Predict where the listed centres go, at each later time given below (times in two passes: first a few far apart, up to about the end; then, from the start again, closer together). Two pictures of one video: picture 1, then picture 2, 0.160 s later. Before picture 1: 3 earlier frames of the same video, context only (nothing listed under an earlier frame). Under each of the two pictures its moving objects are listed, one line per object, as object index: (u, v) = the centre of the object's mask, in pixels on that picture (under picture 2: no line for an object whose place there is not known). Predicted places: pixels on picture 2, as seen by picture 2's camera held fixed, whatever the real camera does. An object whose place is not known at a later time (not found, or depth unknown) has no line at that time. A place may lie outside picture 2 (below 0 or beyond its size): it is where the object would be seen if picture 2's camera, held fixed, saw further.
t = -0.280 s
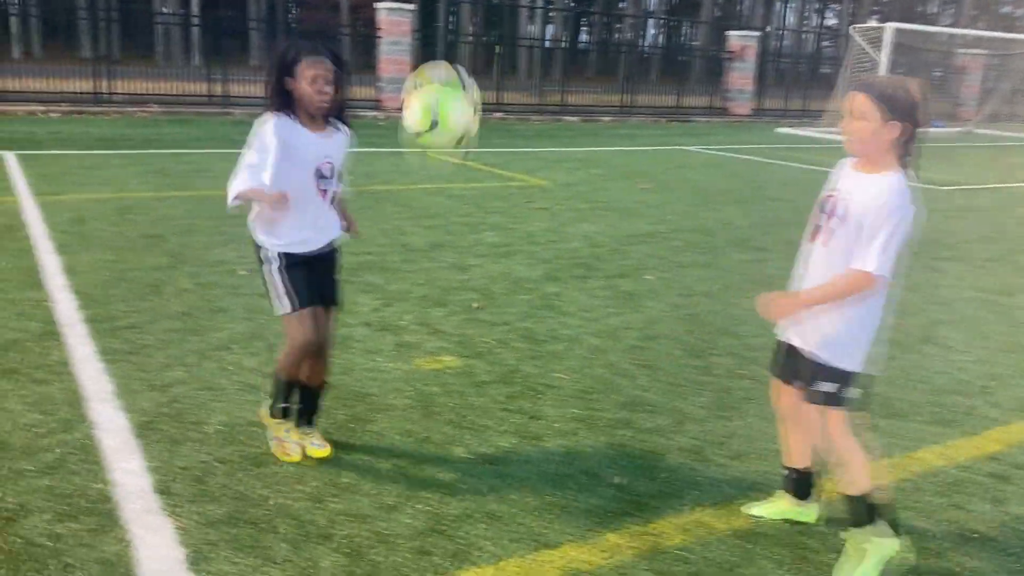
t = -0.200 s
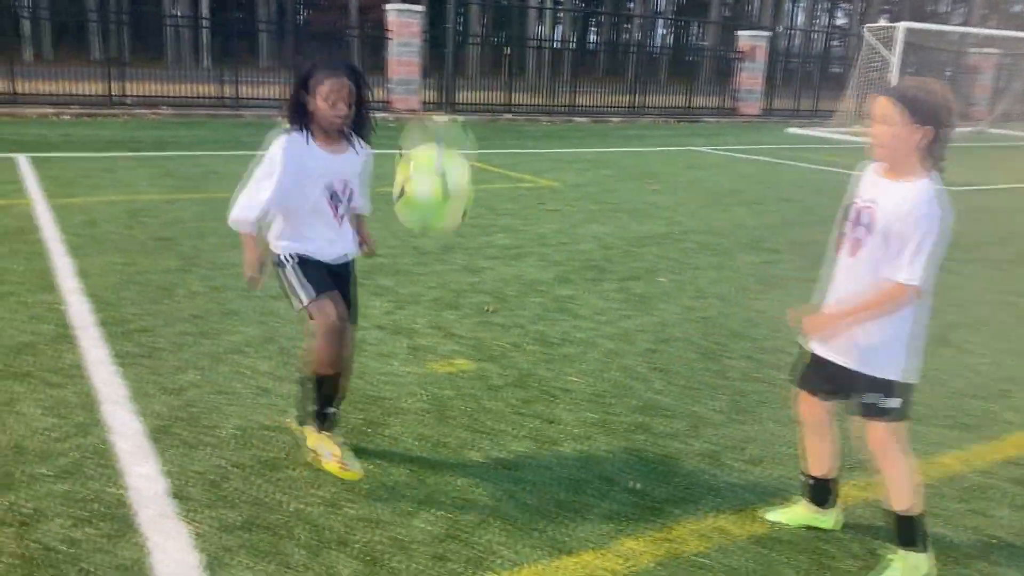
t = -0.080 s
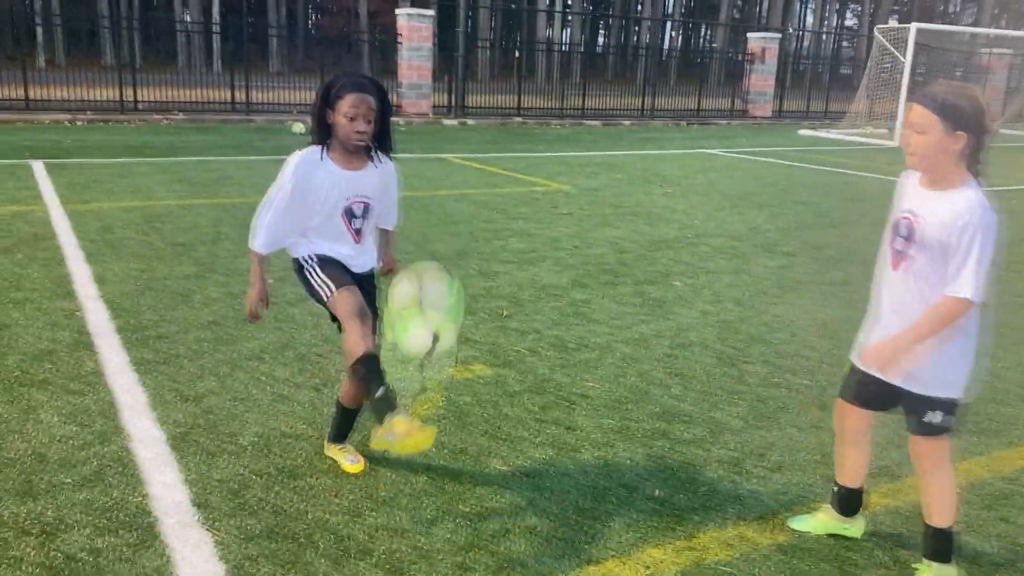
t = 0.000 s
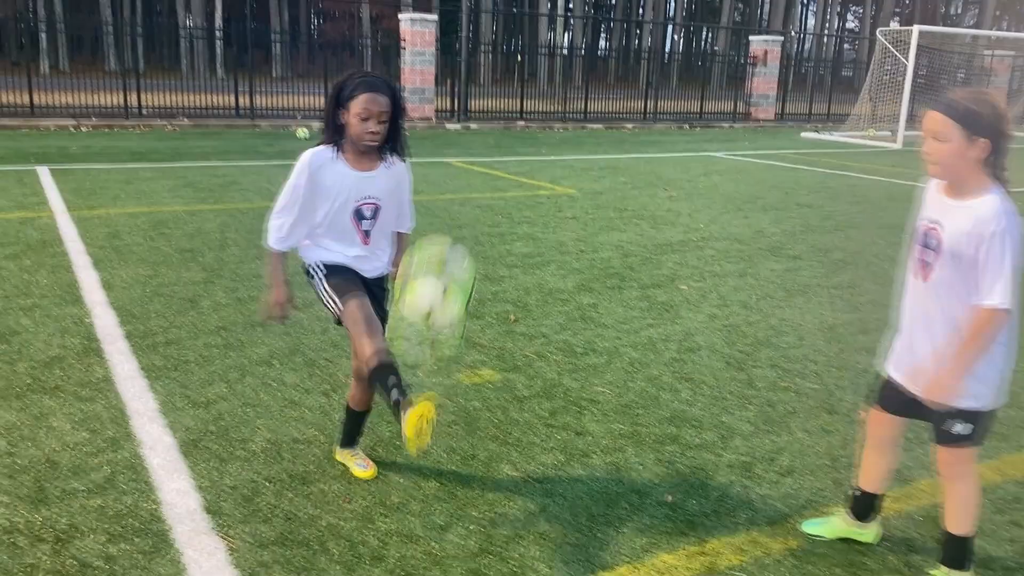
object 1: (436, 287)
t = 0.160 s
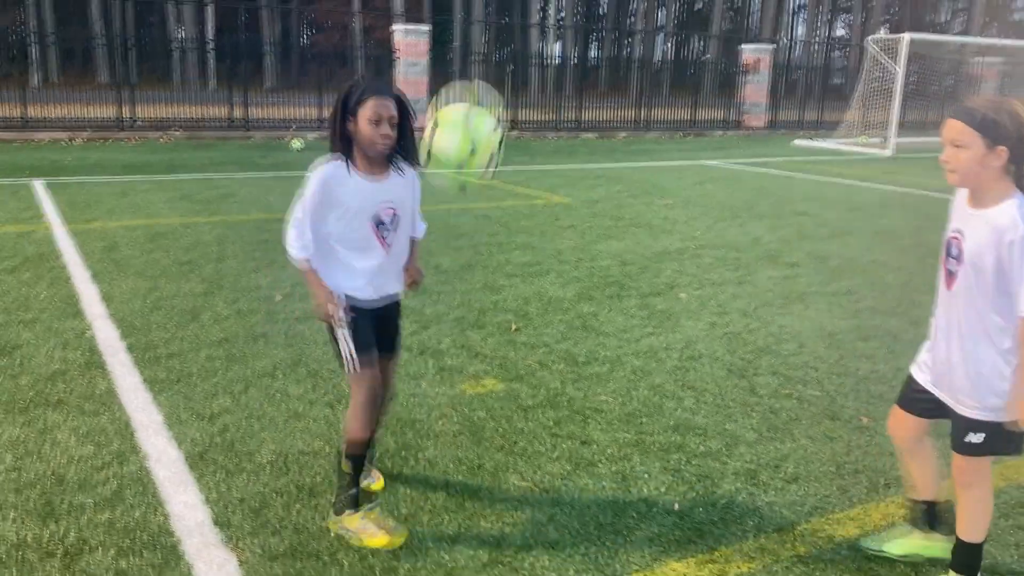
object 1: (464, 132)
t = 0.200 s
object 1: (471, 107)
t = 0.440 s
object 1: (524, 49)
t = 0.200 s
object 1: (471, 107)
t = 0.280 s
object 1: (487, 63)
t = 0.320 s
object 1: (496, 51)
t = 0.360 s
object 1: (505, 44)
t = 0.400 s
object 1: (517, 43)
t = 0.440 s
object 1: (524, 49)
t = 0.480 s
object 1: (534, 58)
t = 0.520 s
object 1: (546, 73)
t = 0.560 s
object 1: (555, 98)
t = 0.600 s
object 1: (562, 119)
